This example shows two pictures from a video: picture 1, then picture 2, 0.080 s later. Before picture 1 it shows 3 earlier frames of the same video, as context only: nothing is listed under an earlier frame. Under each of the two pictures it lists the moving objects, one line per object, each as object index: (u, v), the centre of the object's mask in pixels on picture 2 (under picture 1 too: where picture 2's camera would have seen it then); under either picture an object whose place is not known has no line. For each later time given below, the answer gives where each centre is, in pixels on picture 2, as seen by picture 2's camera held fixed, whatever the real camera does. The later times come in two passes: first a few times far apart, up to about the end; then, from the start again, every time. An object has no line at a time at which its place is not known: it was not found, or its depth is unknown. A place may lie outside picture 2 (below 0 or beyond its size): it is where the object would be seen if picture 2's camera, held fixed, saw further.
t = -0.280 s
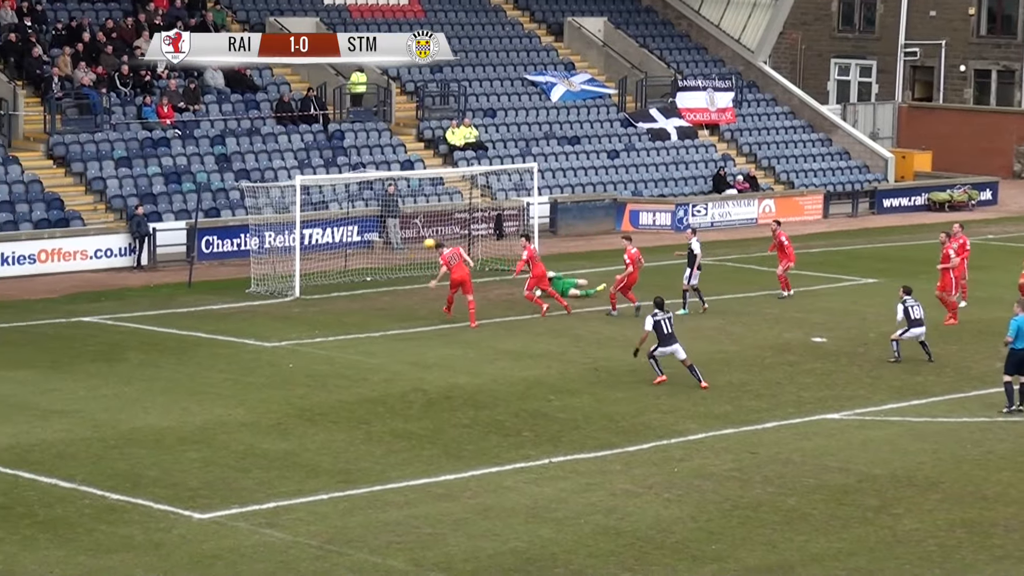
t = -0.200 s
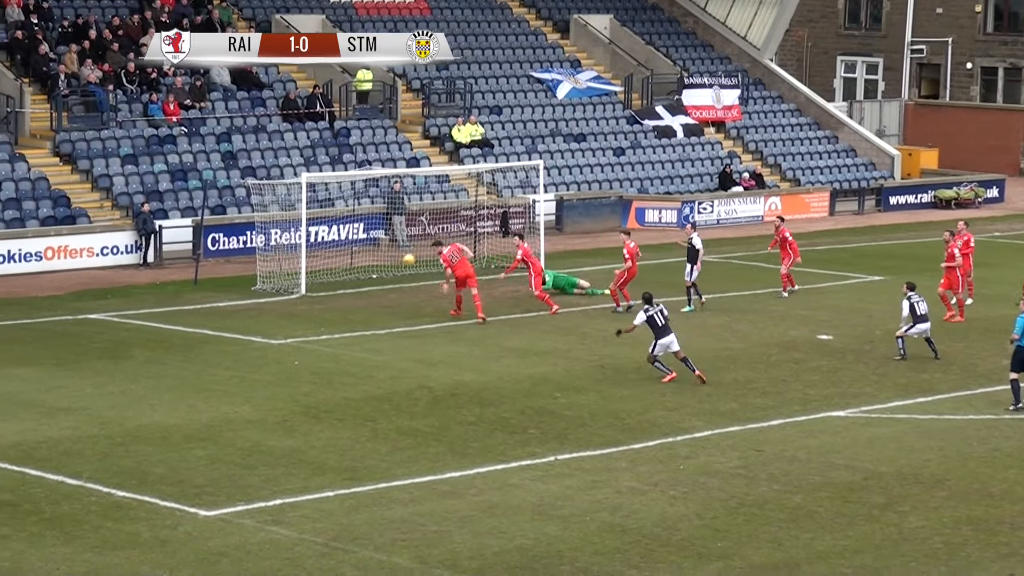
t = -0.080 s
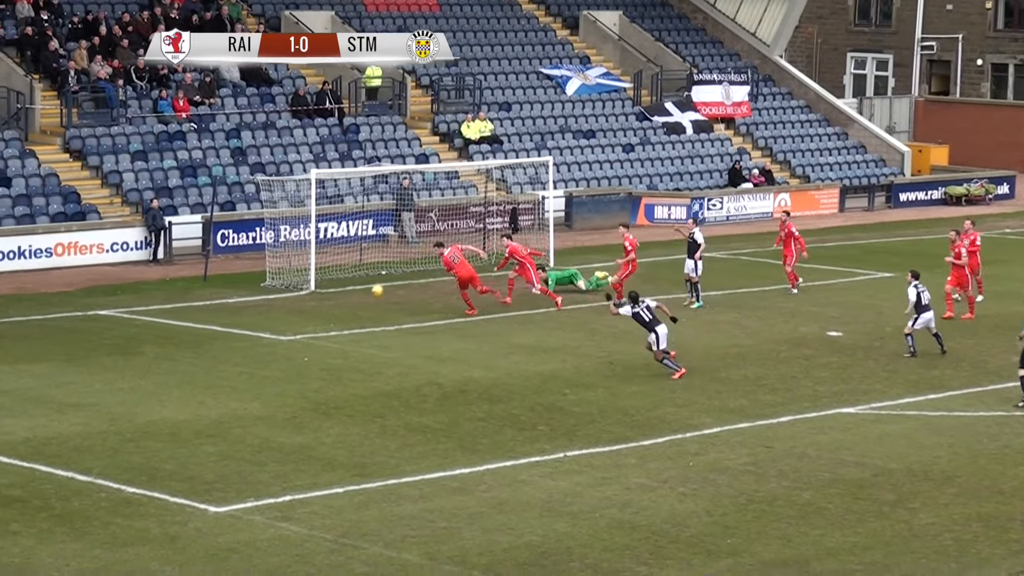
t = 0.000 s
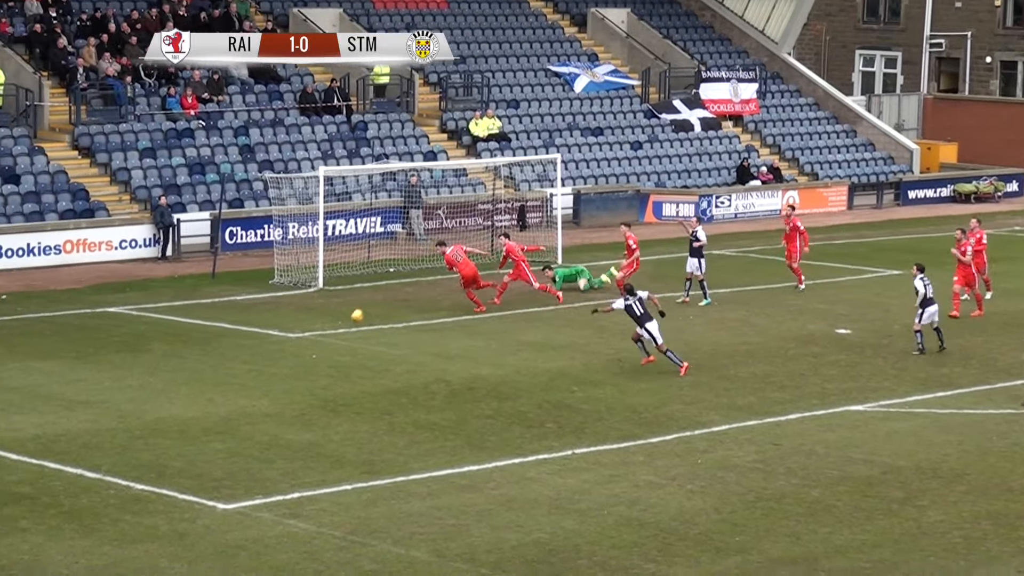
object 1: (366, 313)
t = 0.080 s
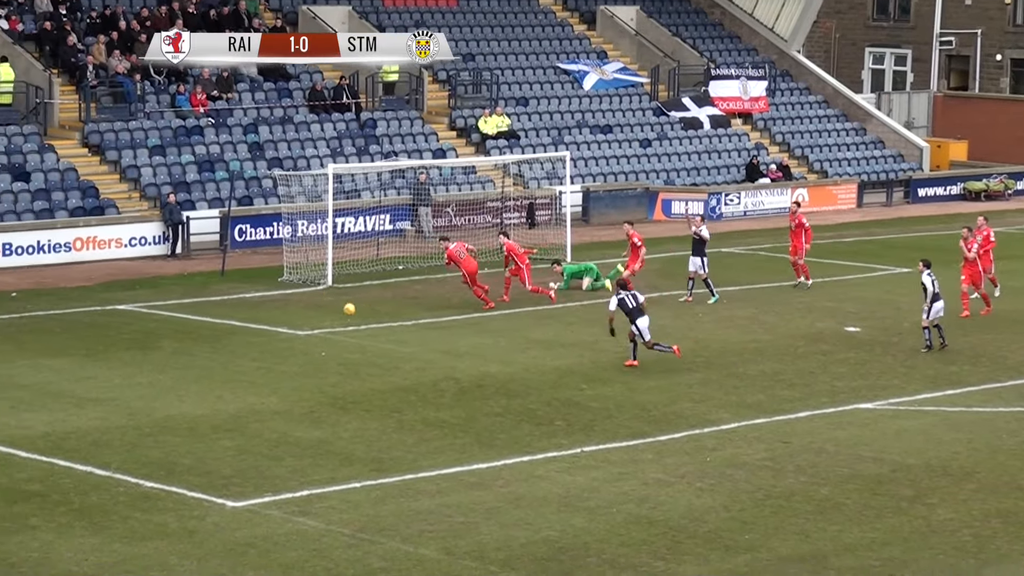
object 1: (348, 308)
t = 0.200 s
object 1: (330, 292)
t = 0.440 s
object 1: (289, 284)
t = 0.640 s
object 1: (255, 303)
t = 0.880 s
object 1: (211, 339)
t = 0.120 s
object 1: (343, 302)
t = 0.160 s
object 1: (336, 297)
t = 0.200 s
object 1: (330, 292)
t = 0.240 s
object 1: (323, 288)
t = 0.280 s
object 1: (317, 285)
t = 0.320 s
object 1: (310, 284)
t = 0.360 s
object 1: (303, 283)
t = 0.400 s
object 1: (296, 283)
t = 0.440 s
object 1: (289, 284)
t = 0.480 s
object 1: (283, 286)
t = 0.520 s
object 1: (276, 288)
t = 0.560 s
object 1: (269, 292)
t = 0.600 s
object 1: (262, 297)
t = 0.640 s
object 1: (255, 303)
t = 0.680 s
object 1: (248, 309)
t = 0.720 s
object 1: (241, 317)
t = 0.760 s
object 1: (234, 326)
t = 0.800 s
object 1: (226, 336)
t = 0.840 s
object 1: (219, 343)
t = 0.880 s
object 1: (211, 339)
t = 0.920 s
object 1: (204, 336)
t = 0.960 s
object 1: (196, 333)
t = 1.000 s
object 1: (188, 332)
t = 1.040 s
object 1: (180, 332)
